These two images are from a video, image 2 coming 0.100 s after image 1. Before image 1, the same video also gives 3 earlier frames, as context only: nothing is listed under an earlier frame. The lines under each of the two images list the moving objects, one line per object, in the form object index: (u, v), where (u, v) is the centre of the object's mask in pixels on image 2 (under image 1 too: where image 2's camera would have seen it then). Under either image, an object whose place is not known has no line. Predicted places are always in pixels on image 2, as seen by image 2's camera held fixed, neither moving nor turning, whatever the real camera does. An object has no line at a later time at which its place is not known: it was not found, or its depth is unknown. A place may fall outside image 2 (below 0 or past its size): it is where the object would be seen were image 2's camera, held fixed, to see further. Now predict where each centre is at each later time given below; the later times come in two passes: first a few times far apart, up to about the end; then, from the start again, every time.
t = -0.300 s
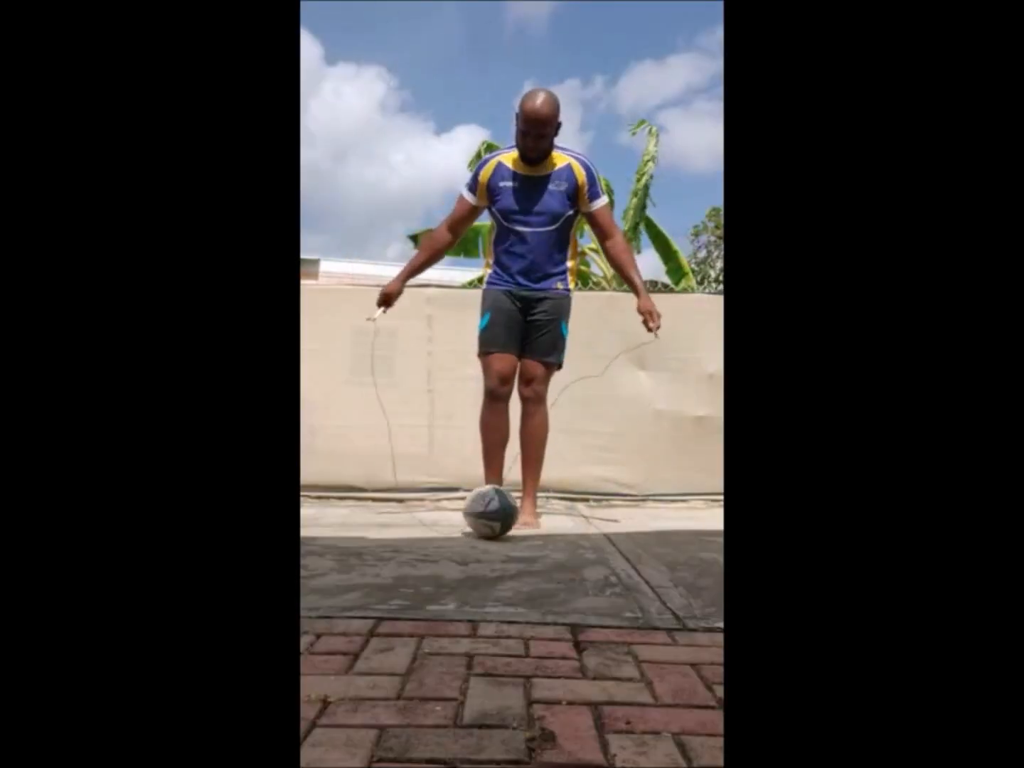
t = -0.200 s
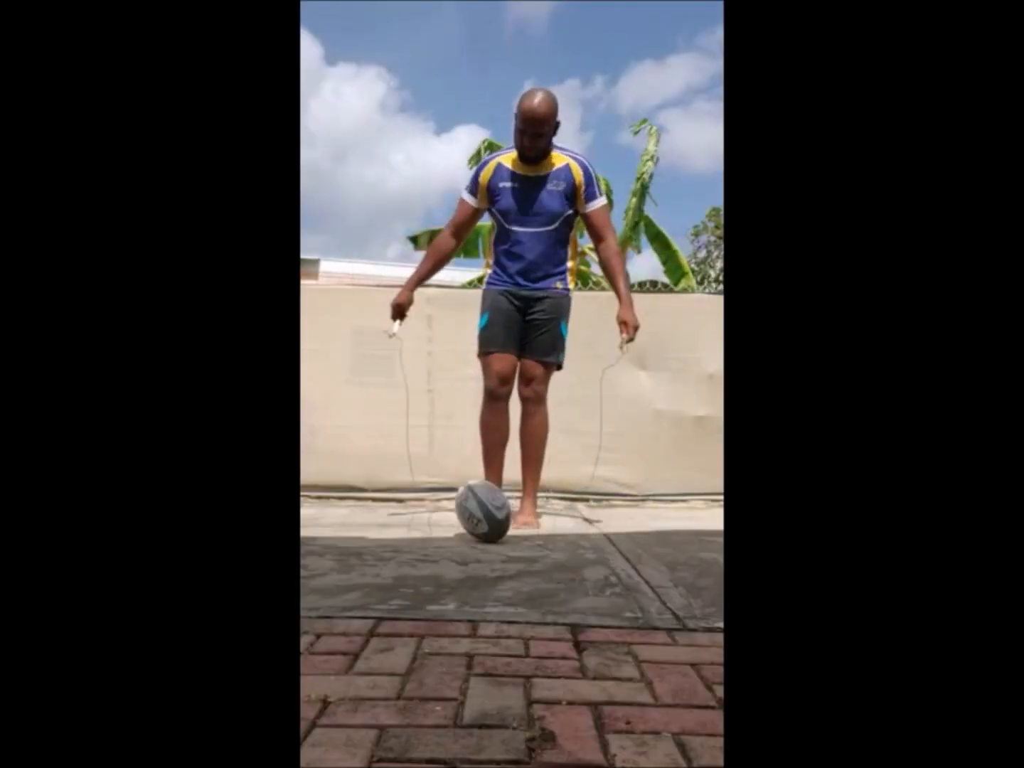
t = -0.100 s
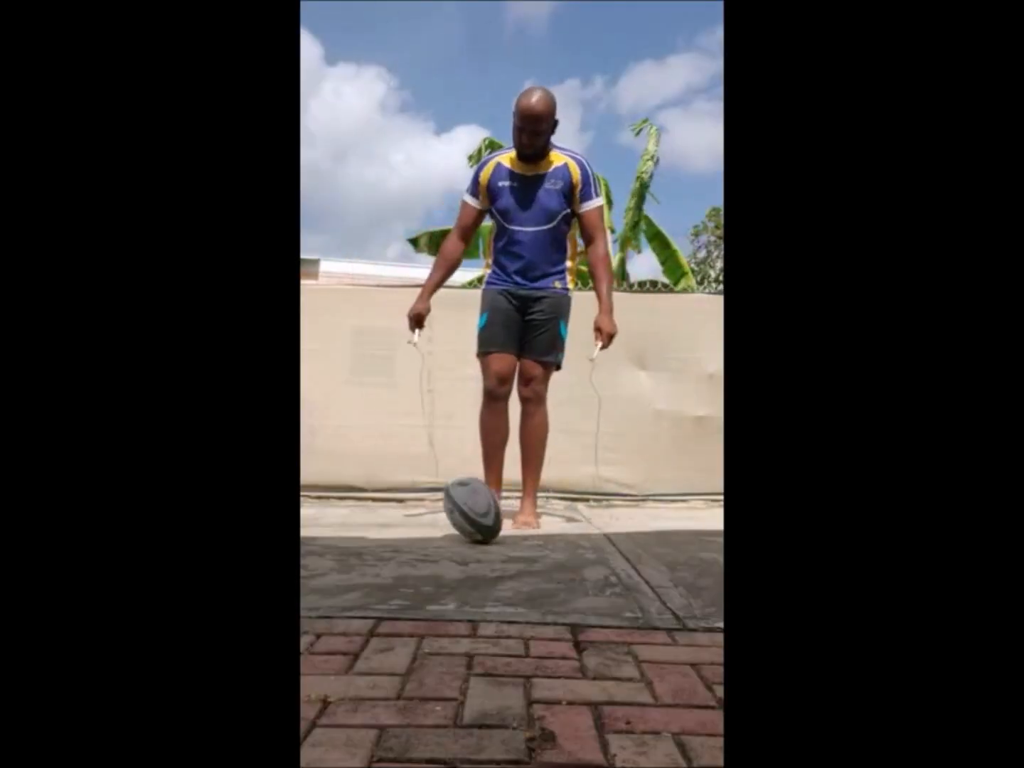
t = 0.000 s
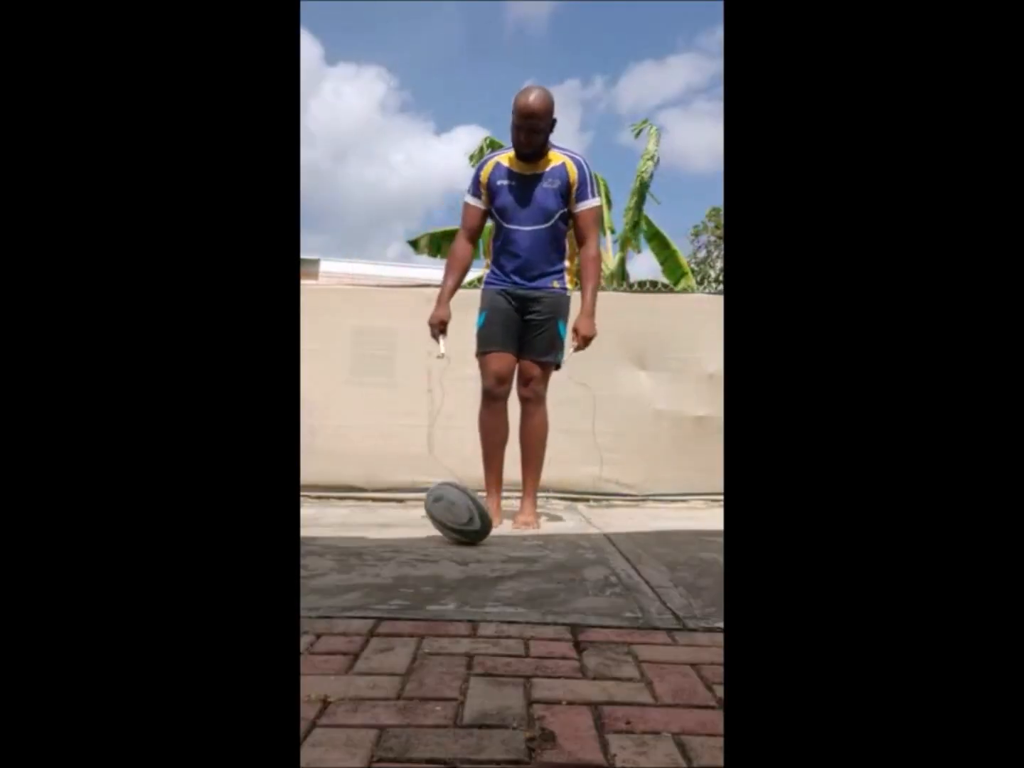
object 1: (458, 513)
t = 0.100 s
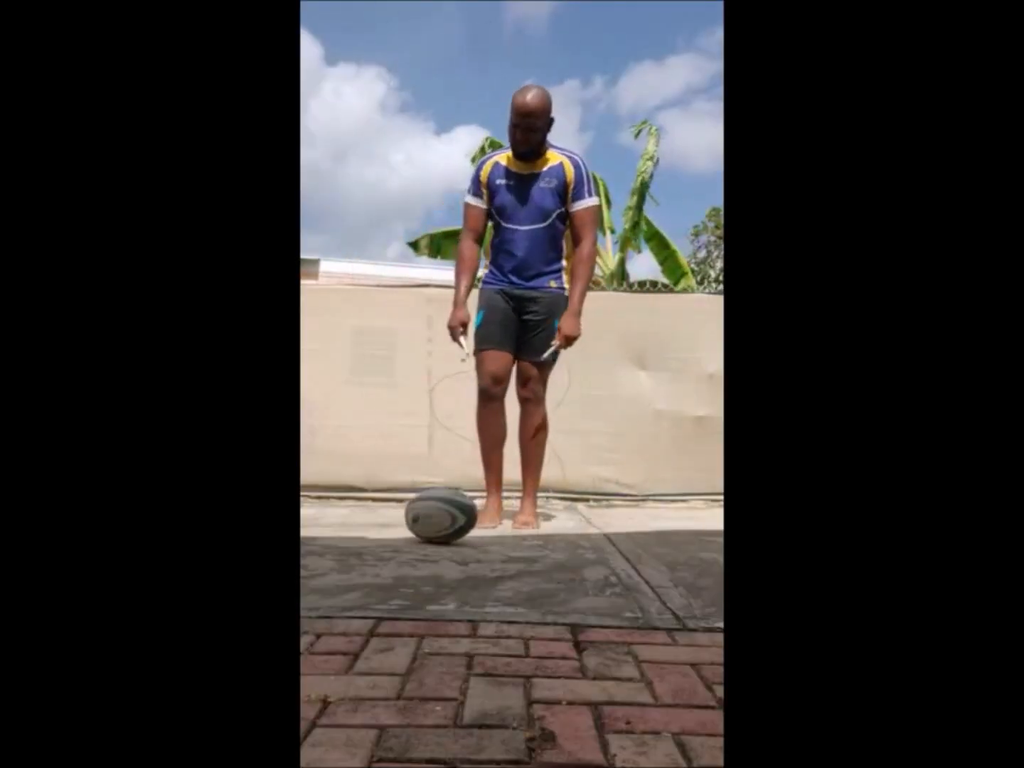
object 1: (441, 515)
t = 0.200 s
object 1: (423, 511)
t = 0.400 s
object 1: (397, 511)
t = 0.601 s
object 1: (371, 520)
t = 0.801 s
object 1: (336, 519)
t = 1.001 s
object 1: (311, 516)
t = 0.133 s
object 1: (435, 514)
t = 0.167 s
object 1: (429, 513)
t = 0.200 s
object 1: (423, 511)
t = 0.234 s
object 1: (418, 510)
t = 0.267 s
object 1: (414, 509)
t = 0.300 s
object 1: (409, 509)
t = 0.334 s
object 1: (405, 509)
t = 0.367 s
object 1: (401, 510)
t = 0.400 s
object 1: (397, 511)
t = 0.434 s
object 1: (393, 512)
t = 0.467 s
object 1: (389, 515)
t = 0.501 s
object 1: (385, 517)
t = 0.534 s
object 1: (381, 518)
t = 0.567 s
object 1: (376, 520)
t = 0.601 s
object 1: (371, 520)
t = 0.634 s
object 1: (367, 520)
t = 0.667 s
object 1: (361, 519)
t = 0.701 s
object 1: (356, 518)
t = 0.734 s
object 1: (350, 518)
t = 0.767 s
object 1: (343, 518)
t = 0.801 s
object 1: (336, 519)
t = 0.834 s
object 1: (331, 521)
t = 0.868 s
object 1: (326, 523)
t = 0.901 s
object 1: (322, 525)
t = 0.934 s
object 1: (319, 524)
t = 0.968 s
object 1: (315, 520)
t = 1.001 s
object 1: (311, 516)
